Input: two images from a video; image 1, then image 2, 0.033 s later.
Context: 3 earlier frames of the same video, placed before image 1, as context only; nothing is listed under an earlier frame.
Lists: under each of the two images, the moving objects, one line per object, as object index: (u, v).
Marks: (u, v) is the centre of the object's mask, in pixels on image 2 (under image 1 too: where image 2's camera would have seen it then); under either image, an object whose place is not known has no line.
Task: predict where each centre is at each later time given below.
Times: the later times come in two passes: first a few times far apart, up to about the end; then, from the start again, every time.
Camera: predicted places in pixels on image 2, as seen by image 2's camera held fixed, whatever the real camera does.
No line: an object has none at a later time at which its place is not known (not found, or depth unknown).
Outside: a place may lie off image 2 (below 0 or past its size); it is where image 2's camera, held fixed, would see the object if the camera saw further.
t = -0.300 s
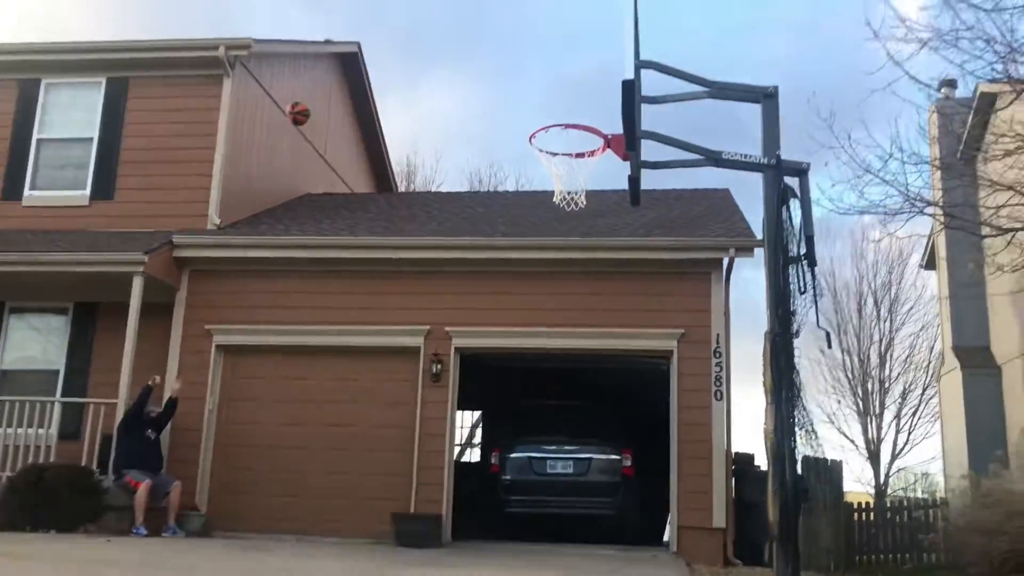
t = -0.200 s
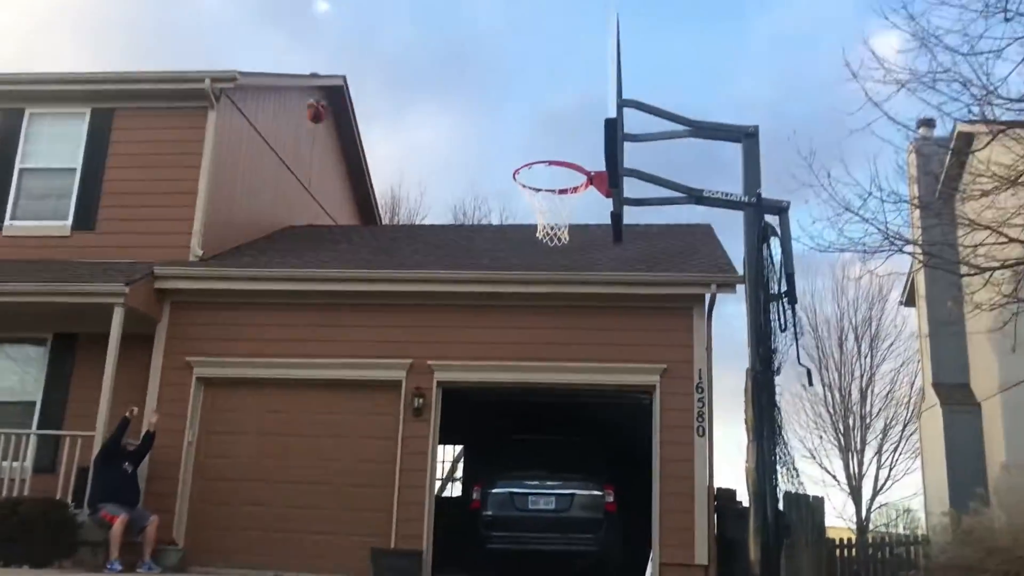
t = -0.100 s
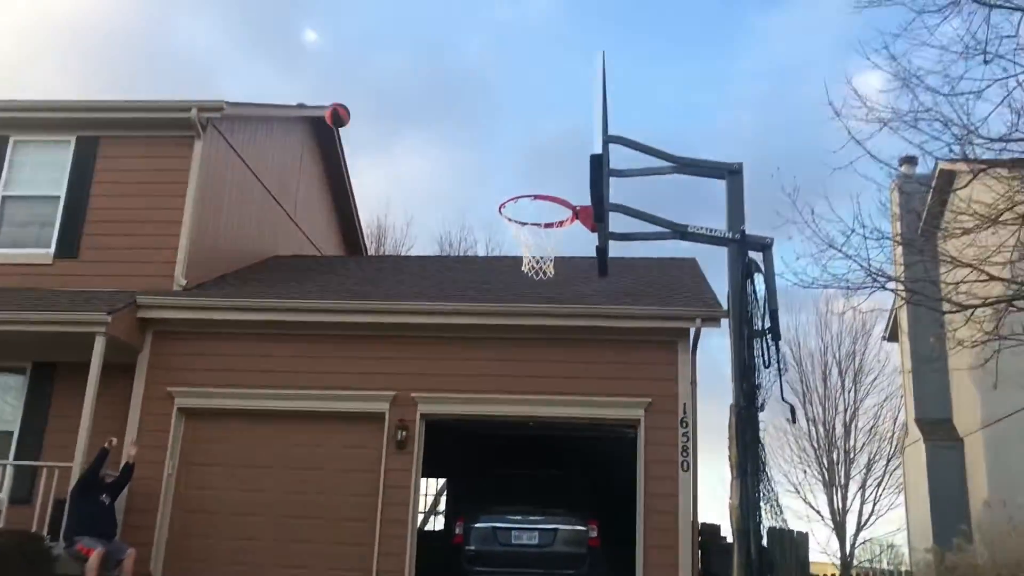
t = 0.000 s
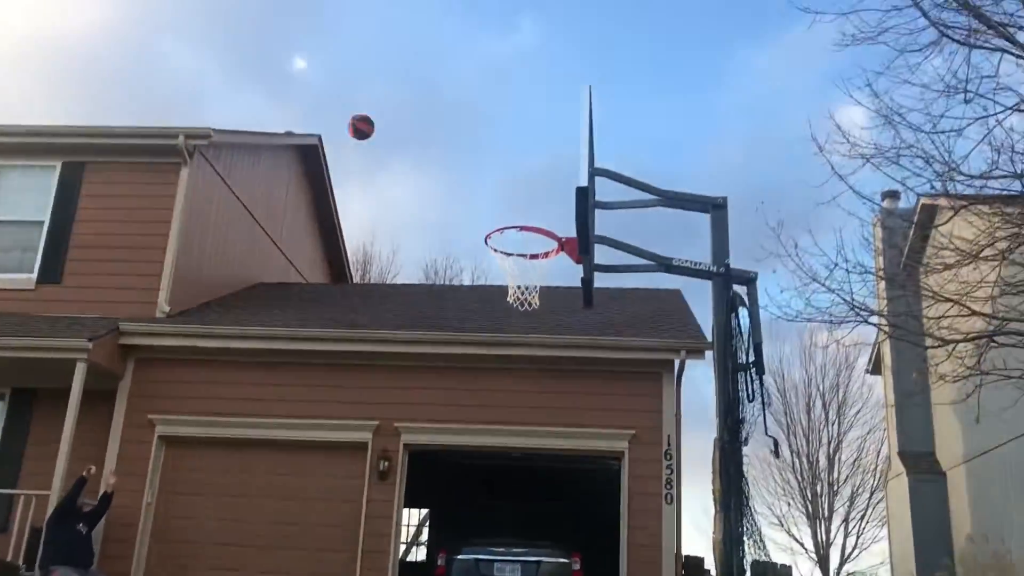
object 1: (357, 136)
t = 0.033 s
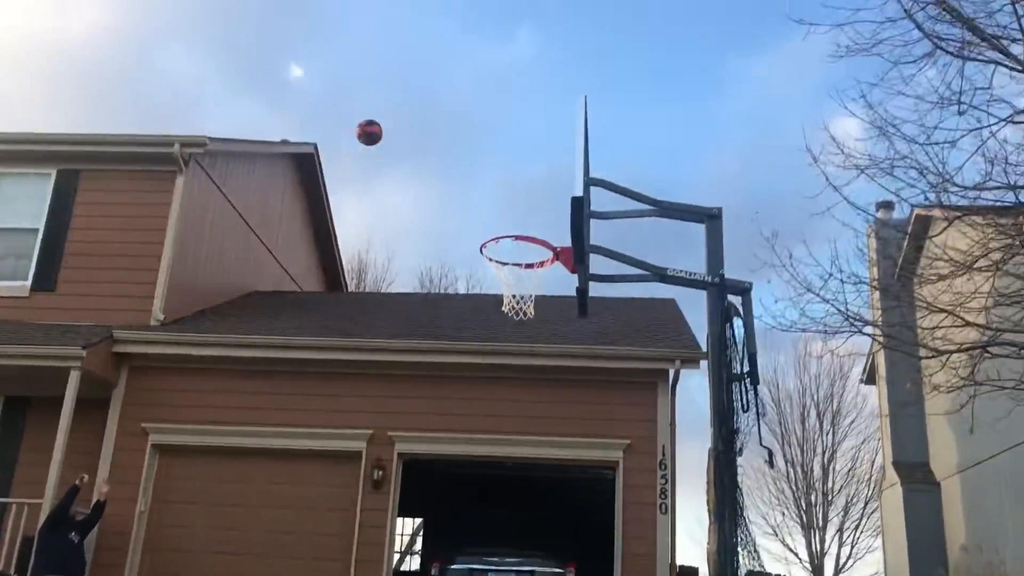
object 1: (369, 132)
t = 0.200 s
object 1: (432, 129)
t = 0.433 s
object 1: (536, 185)
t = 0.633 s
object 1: (486, 279)
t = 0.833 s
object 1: (457, 281)
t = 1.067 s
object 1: (423, 354)
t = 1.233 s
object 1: (390, 451)
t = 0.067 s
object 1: (381, 130)
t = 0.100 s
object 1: (394, 128)
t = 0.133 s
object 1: (406, 127)
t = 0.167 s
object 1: (419, 128)
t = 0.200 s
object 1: (432, 129)
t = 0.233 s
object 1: (446, 132)
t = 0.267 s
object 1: (460, 138)
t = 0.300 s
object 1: (474, 144)
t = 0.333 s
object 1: (489, 152)
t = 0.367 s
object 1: (504, 161)
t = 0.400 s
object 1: (520, 172)
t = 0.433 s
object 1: (536, 185)
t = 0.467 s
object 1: (553, 200)
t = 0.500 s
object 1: (557, 216)
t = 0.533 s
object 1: (541, 232)
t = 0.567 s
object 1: (521, 250)
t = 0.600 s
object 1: (502, 269)
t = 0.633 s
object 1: (486, 279)
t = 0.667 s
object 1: (479, 277)
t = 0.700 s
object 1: (474, 276)
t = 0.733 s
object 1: (470, 273)
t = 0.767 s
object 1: (466, 275)
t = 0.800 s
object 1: (461, 277)
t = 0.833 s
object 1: (457, 281)
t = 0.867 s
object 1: (453, 285)
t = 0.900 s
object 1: (448, 292)
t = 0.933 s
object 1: (443, 302)
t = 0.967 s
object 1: (437, 311)
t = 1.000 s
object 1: (433, 323)
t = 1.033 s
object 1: (428, 337)
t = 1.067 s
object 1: (423, 354)
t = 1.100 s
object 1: (416, 372)
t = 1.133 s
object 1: (411, 390)
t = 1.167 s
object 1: (406, 410)
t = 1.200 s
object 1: (399, 432)
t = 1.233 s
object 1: (390, 451)
